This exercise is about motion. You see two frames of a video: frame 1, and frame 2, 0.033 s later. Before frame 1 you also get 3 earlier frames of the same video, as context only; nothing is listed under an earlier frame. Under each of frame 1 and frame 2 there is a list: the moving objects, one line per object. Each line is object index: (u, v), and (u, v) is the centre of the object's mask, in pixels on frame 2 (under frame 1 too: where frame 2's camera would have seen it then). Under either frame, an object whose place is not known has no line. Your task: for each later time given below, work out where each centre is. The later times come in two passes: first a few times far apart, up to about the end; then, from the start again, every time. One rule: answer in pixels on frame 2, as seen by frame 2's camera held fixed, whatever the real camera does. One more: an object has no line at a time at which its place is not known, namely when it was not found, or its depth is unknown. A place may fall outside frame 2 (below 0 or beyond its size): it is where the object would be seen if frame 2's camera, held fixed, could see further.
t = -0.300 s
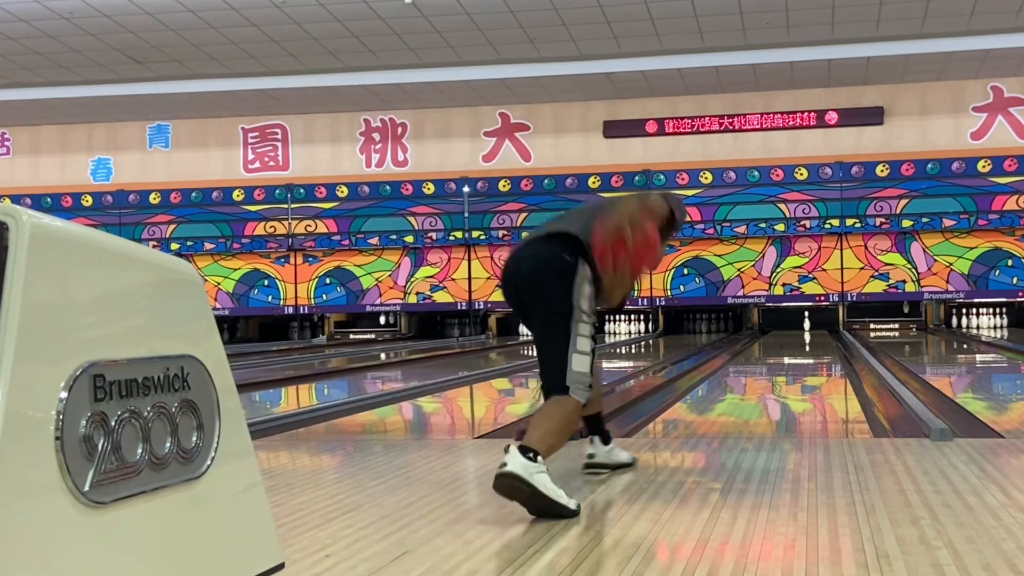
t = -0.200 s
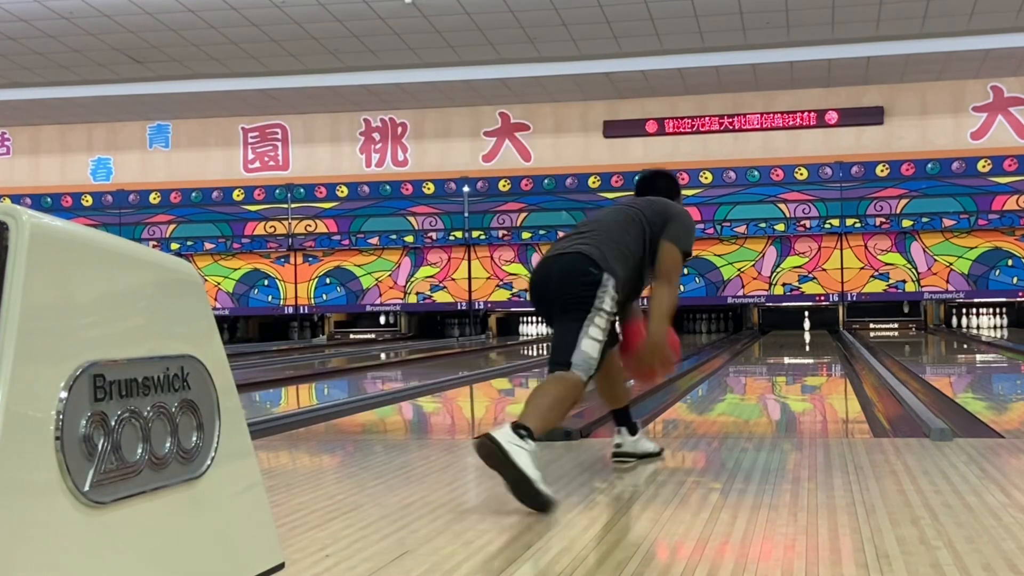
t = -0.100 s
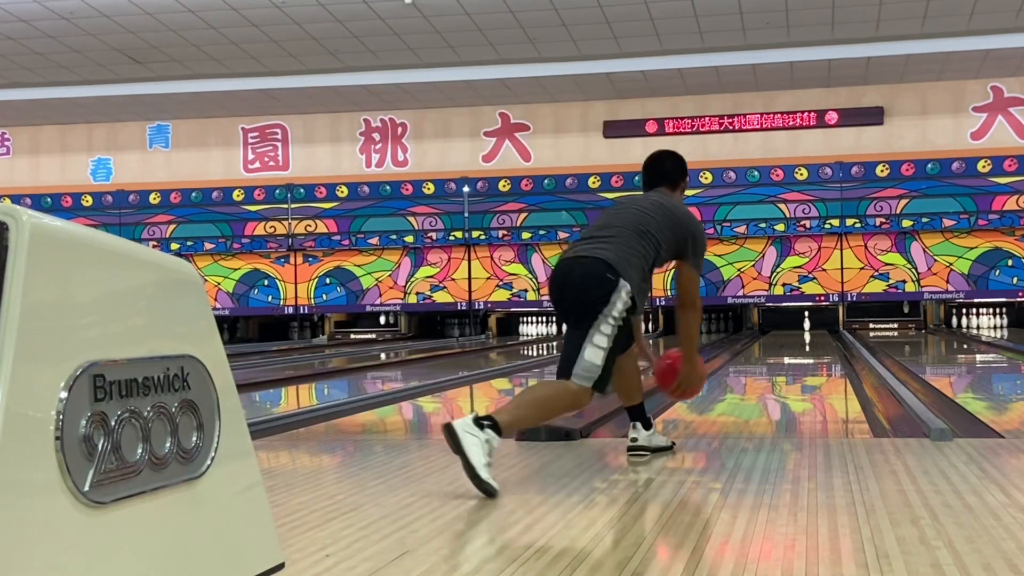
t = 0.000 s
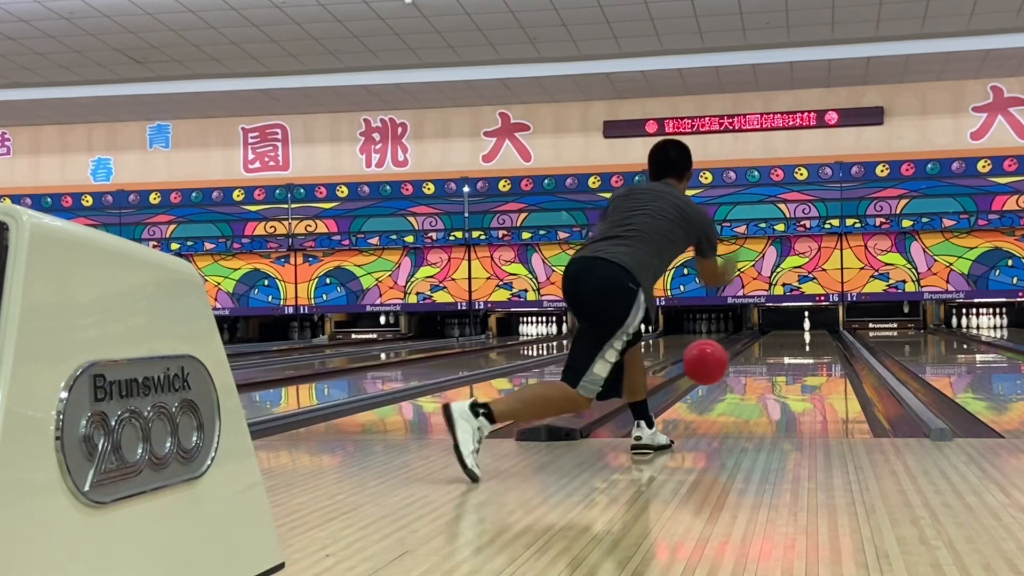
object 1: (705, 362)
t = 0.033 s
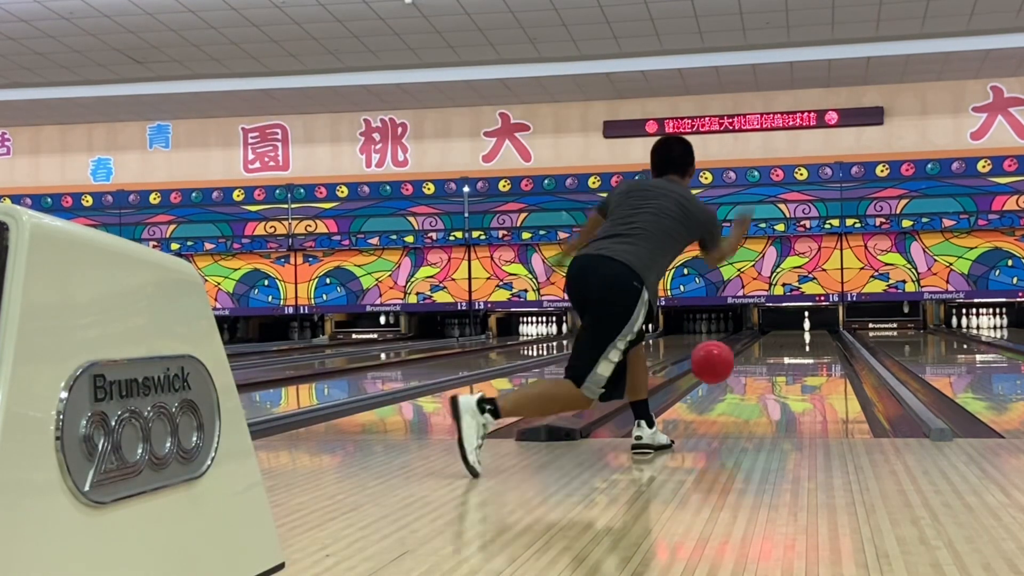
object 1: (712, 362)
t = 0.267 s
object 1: (748, 378)
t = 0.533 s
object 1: (773, 363)
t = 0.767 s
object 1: (787, 353)
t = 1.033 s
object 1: (799, 345)
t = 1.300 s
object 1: (806, 340)
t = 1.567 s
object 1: (813, 335)
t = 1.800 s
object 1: (816, 332)
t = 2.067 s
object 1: (815, 329)
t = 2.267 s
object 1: (811, 327)
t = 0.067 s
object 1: (719, 364)
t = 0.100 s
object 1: (724, 369)
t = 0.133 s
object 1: (730, 374)
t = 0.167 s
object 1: (735, 382)
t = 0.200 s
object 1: (740, 383)
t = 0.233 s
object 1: (745, 380)
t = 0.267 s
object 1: (748, 378)
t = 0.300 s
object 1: (752, 376)
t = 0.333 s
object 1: (756, 374)
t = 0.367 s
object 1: (759, 371)
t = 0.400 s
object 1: (763, 369)
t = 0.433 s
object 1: (765, 367)
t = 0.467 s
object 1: (768, 366)
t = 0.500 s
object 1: (770, 364)
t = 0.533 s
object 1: (773, 363)
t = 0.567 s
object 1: (776, 361)
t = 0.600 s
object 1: (778, 360)
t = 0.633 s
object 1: (780, 358)
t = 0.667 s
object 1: (782, 357)
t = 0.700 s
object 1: (784, 355)
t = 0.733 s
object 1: (786, 354)
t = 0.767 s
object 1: (787, 353)
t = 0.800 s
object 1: (789, 352)
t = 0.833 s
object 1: (790, 350)
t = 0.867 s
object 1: (792, 349)
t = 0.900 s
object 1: (794, 349)
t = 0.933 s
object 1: (795, 348)
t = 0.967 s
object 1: (796, 347)
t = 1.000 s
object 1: (797, 346)
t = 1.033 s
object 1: (799, 345)
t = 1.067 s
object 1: (800, 345)
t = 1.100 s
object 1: (801, 344)
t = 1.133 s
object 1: (802, 343)
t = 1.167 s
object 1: (803, 342)
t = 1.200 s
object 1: (804, 341)
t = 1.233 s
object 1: (805, 341)
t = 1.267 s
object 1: (806, 340)
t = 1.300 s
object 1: (806, 340)
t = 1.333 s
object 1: (808, 339)
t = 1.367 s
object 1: (808, 339)
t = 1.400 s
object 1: (809, 338)
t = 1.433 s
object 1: (810, 338)
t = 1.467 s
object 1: (810, 337)
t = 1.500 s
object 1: (811, 336)
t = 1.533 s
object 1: (812, 335)
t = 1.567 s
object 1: (813, 335)
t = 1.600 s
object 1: (813, 334)
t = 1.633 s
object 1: (814, 334)
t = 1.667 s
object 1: (814, 333)
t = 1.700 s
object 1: (815, 333)
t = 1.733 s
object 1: (815, 332)
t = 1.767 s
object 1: (815, 332)
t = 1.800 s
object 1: (816, 332)
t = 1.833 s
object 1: (816, 331)
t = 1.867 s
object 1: (816, 331)
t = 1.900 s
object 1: (816, 331)
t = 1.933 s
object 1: (815, 331)
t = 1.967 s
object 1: (815, 330)
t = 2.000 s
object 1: (815, 330)
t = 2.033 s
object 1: (815, 330)
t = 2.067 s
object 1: (815, 329)
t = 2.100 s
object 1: (814, 329)
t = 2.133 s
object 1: (814, 329)
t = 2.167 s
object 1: (813, 328)
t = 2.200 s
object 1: (812, 328)
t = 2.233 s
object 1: (812, 328)
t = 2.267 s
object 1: (811, 327)
